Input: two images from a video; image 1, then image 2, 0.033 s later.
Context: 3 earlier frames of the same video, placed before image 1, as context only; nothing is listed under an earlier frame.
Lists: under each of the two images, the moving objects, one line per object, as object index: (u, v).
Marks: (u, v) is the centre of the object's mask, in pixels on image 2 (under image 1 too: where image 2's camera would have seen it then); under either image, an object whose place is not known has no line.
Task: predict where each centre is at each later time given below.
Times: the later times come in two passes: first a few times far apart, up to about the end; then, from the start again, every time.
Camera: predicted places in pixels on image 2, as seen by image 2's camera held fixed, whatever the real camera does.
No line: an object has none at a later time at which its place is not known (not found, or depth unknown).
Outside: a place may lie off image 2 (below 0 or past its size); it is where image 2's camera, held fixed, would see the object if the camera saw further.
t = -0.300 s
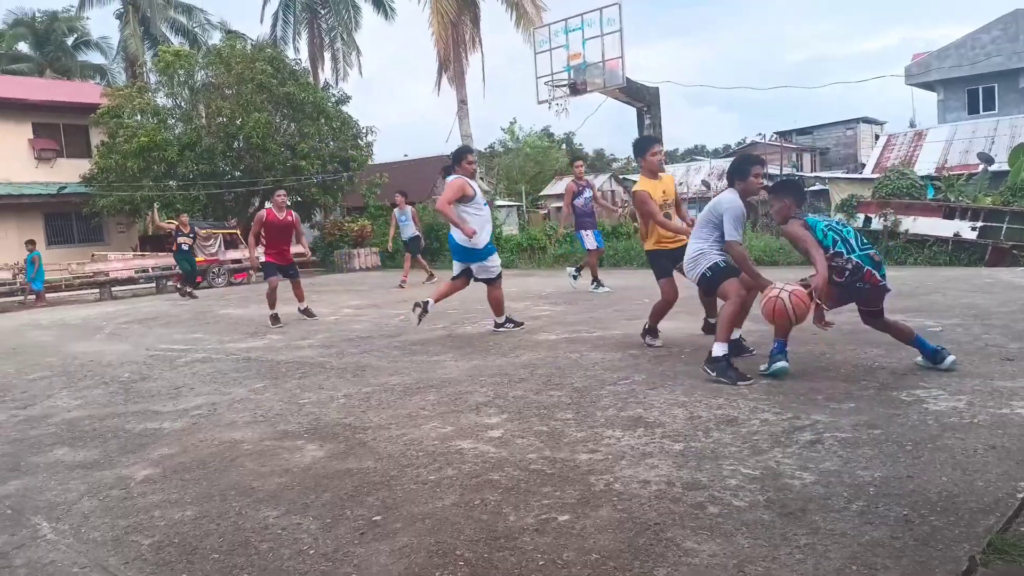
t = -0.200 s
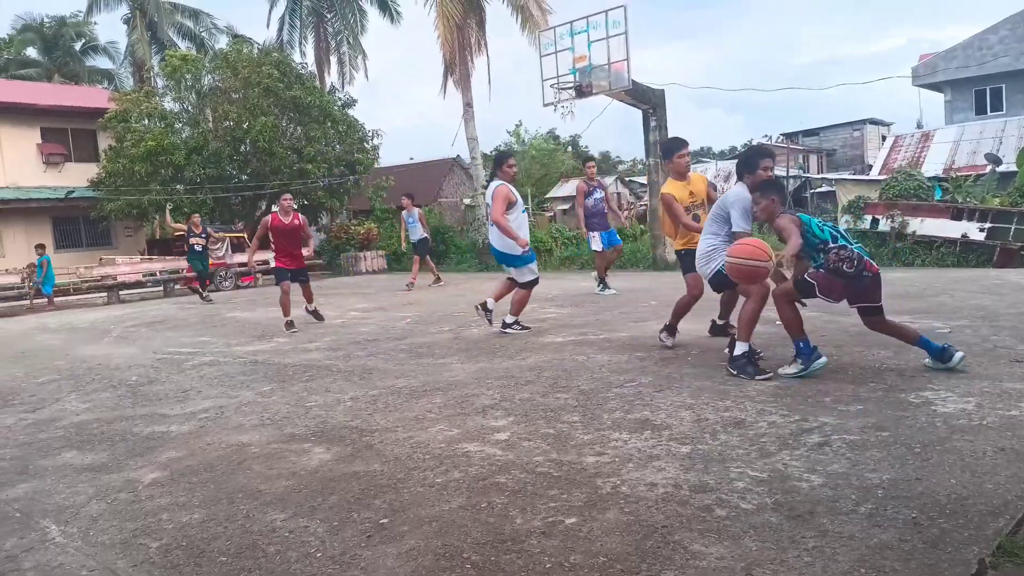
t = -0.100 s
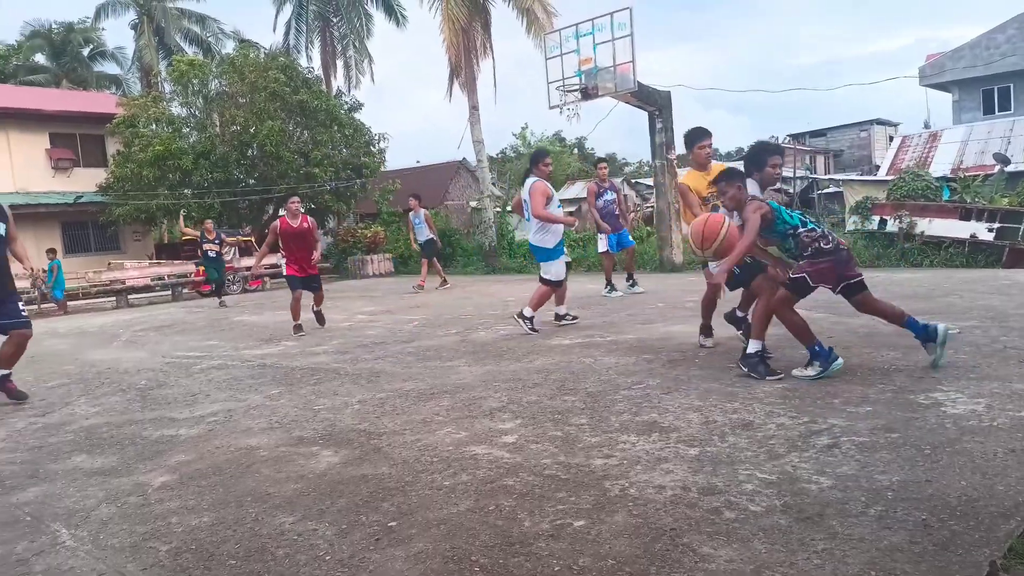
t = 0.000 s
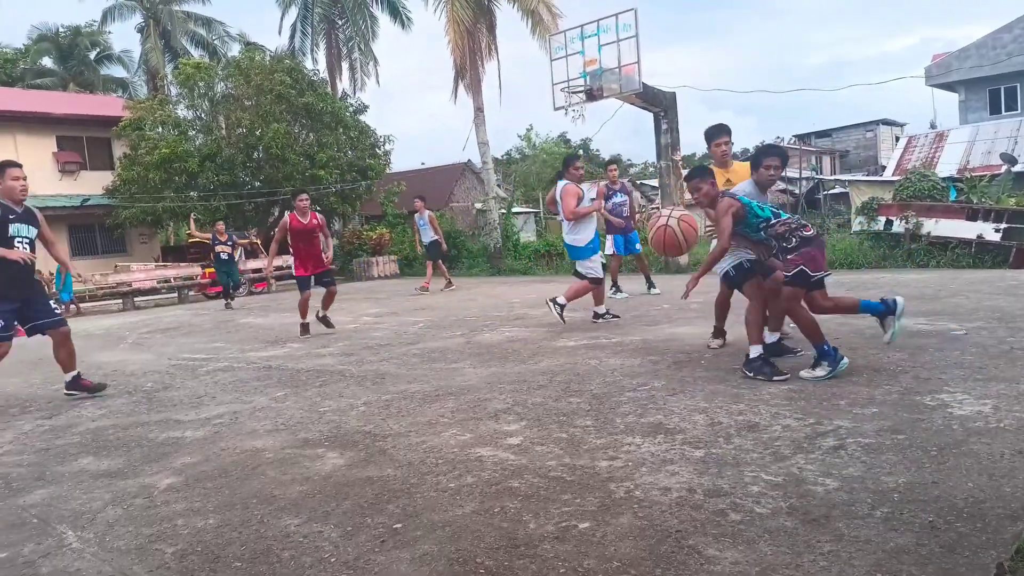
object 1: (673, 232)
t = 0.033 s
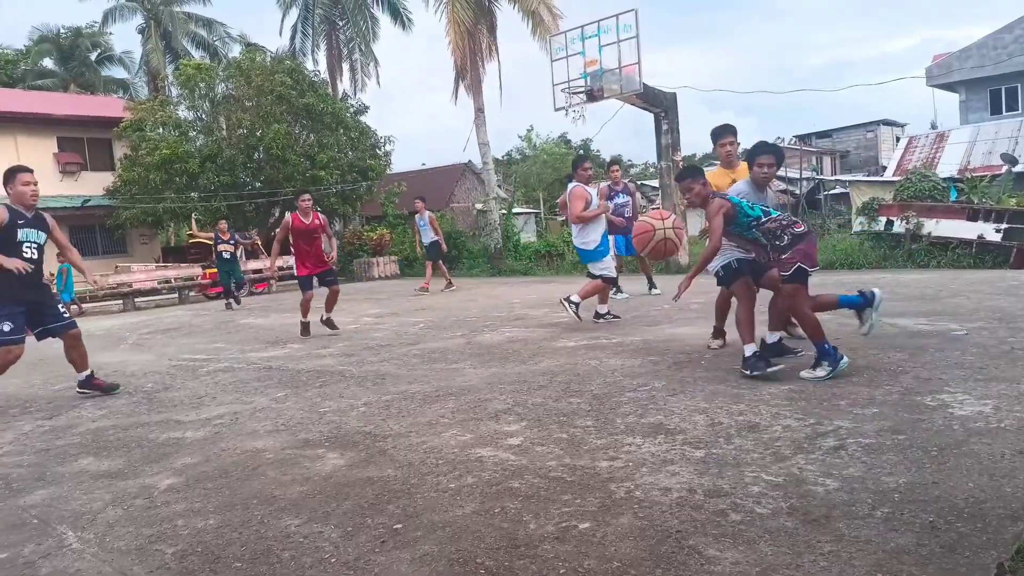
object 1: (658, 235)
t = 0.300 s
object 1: (541, 343)
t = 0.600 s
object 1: (418, 344)
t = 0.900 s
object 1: (296, 357)
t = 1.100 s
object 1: (215, 496)
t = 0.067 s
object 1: (643, 240)
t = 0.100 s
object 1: (628, 247)
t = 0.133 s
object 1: (613, 257)
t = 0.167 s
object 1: (599, 269)
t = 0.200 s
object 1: (584, 283)
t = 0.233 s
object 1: (569, 301)
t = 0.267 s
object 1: (555, 321)
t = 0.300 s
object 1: (541, 343)
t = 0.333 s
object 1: (526, 368)
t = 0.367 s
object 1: (512, 395)
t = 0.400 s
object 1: (498, 427)
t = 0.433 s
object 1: (485, 419)
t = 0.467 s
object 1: (472, 400)
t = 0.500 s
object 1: (458, 383)
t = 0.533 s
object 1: (445, 368)
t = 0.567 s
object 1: (432, 354)
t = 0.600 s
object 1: (418, 344)
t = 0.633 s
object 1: (405, 335)
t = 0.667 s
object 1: (392, 328)
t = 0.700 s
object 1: (378, 324)
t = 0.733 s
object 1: (364, 323)
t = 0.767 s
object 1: (350, 325)
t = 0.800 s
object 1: (336, 329)
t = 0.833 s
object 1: (323, 334)
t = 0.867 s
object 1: (309, 345)
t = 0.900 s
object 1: (296, 357)
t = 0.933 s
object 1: (282, 372)
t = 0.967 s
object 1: (269, 390)
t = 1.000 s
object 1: (256, 412)
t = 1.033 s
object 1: (242, 437)
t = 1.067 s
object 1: (229, 466)
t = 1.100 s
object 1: (215, 496)
